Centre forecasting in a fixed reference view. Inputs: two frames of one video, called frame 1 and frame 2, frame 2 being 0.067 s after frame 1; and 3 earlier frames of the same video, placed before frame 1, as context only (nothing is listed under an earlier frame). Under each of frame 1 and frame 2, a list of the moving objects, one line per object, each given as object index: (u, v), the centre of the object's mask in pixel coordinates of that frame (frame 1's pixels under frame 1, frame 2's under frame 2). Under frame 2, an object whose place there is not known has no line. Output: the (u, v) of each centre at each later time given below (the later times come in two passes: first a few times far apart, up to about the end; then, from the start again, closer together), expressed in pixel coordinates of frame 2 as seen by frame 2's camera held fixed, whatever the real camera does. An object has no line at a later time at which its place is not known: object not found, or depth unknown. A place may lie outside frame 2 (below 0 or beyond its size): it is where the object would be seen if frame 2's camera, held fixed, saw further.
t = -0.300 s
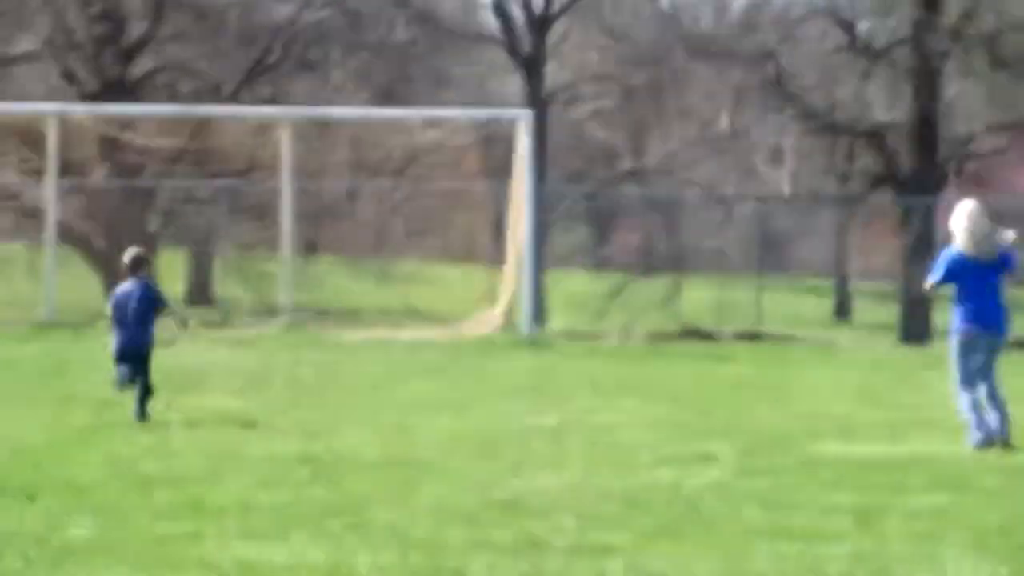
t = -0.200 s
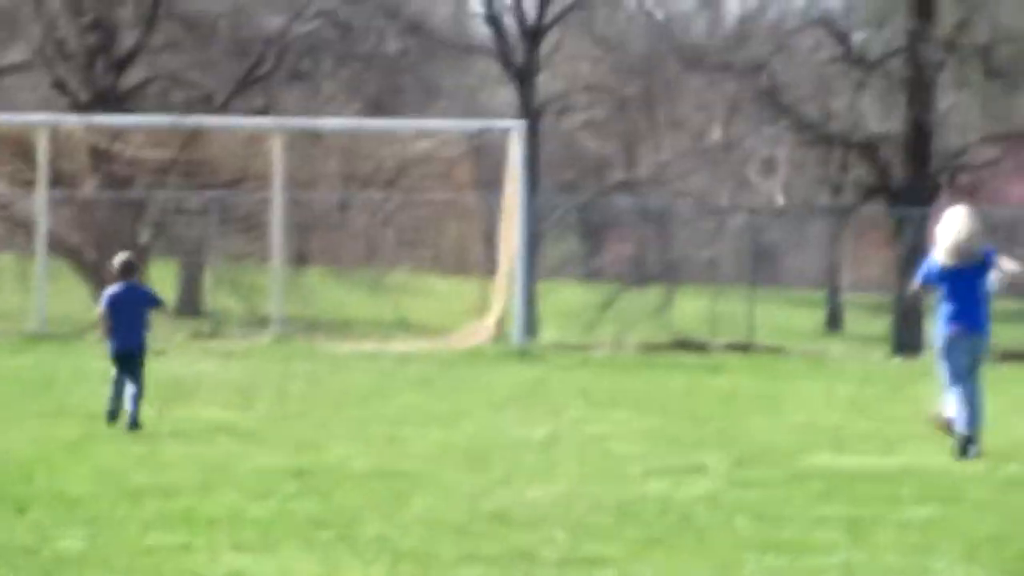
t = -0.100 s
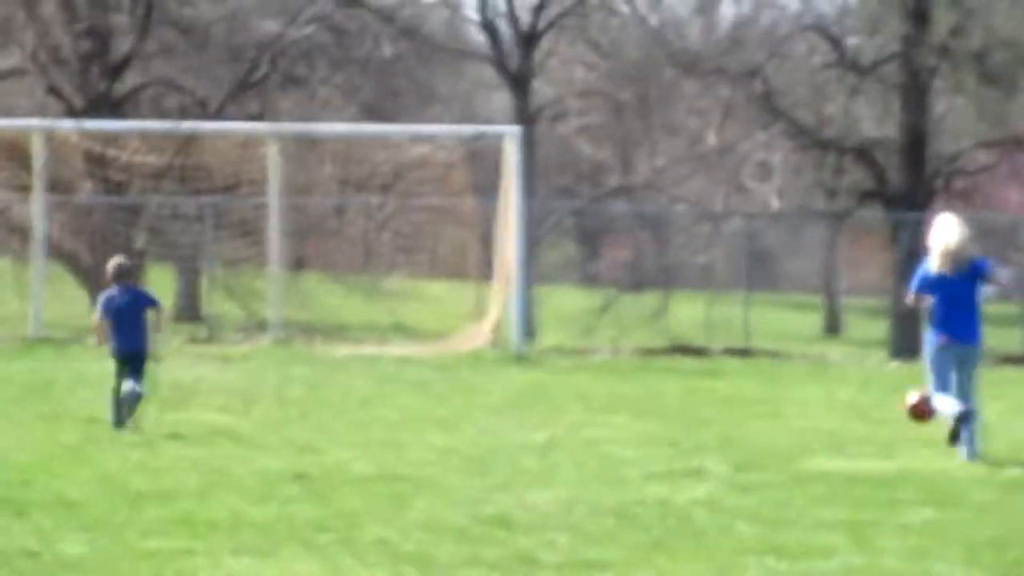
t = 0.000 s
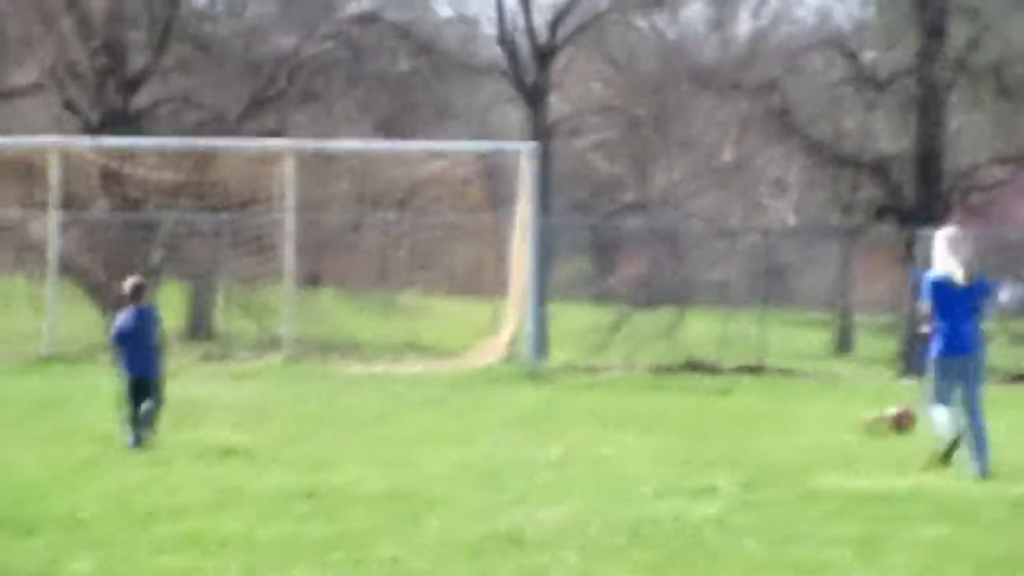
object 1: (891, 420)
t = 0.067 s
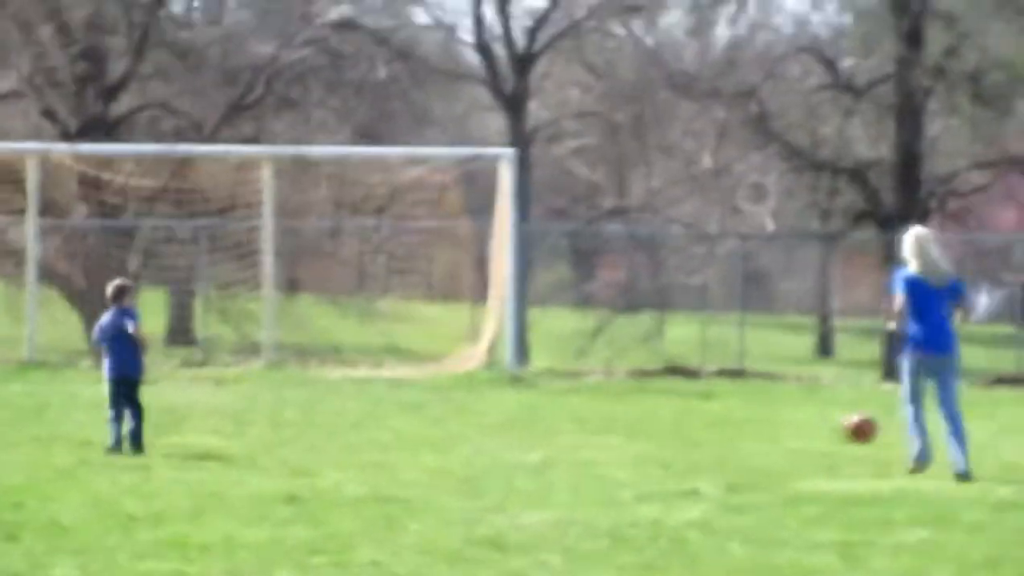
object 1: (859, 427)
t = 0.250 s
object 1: (818, 440)
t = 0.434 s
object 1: (785, 424)
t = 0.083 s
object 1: (857, 429)
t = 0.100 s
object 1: (851, 429)
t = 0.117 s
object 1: (847, 433)
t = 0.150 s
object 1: (838, 438)
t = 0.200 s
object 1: (826, 446)
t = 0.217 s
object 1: (823, 444)
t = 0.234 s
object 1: (820, 441)
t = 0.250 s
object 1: (818, 440)
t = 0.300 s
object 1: (806, 427)
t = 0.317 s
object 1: (802, 426)
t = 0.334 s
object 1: (800, 424)
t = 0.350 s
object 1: (795, 423)
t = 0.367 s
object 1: (795, 423)
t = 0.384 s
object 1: (792, 423)
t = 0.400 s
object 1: (790, 423)
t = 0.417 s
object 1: (787, 424)
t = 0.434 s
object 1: (785, 424)
